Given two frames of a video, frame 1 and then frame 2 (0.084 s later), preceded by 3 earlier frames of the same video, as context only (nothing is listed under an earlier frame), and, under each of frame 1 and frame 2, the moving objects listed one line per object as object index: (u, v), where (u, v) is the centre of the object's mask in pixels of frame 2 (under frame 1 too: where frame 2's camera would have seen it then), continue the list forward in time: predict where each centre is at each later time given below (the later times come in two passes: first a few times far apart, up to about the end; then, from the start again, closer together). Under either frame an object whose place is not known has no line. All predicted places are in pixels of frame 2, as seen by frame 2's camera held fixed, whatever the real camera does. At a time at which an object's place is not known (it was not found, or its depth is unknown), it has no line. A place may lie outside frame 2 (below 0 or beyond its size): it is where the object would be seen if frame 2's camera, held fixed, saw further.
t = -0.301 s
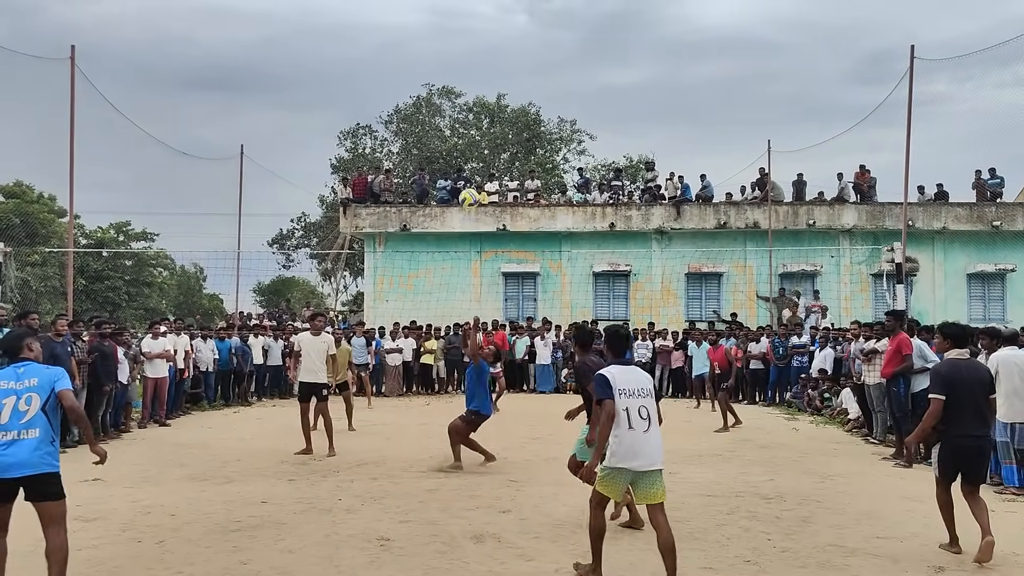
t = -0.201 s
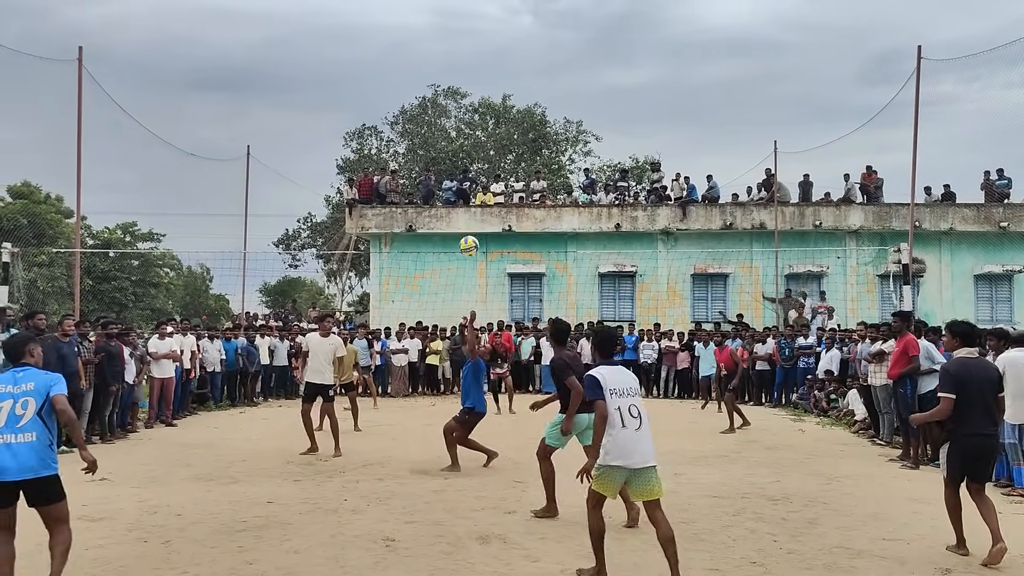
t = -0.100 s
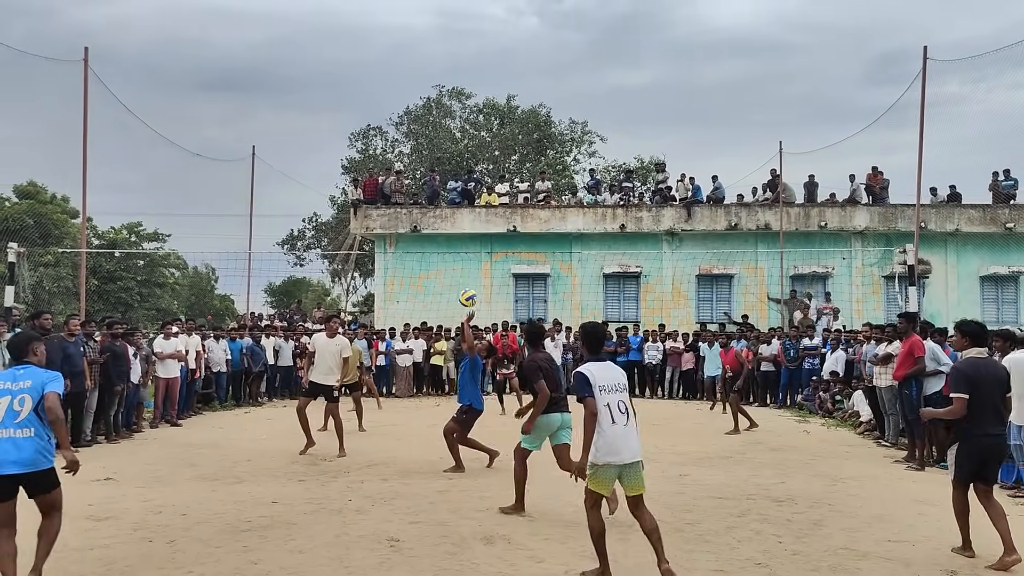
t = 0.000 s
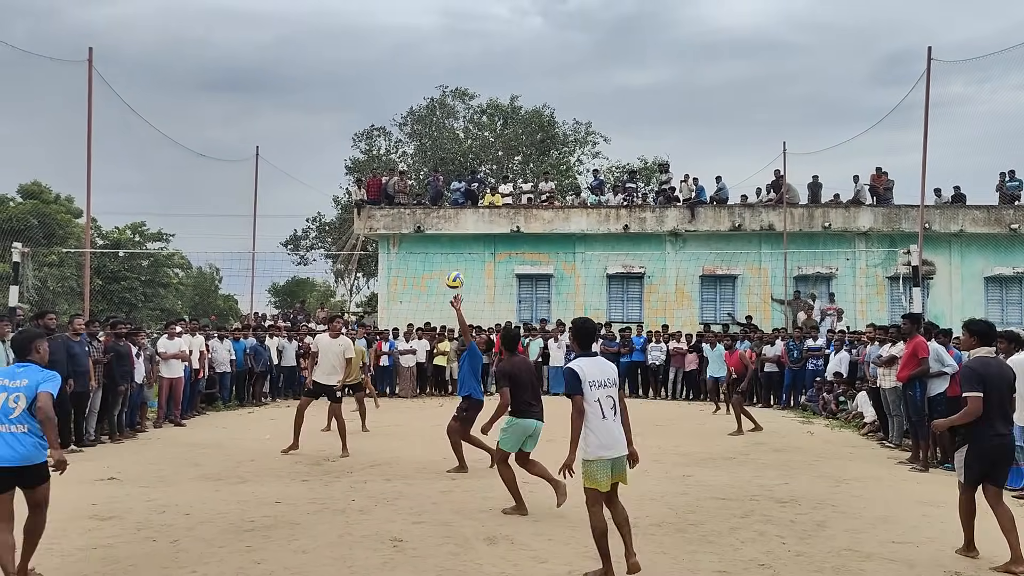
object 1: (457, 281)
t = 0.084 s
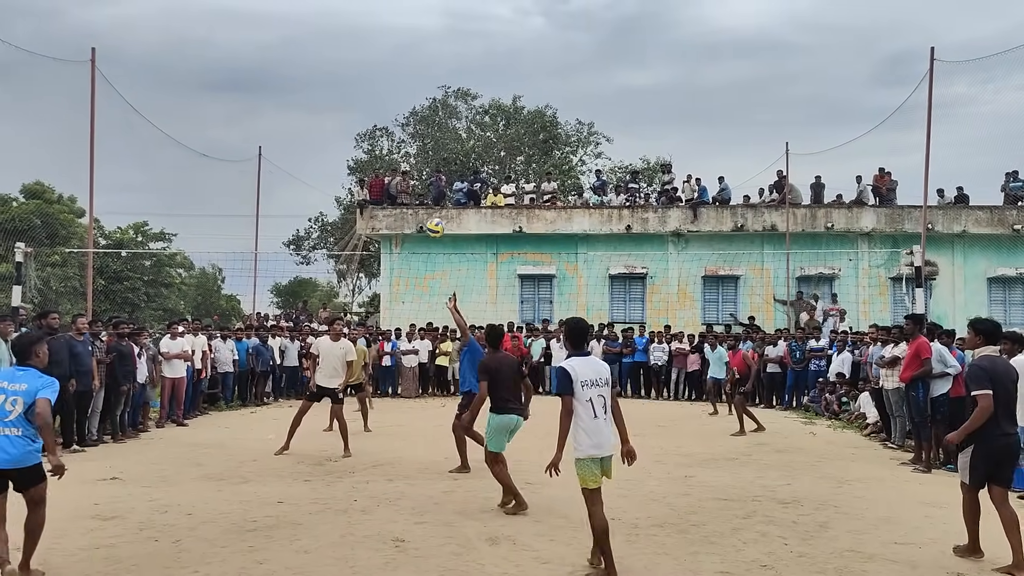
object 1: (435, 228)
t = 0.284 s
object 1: (386, 125)
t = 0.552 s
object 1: (324, 46)
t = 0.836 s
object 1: (263, 29)
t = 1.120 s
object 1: (202, 78)
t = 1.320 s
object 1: (158, 153)
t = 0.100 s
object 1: (431, 217)
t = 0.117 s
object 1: (427, 208)
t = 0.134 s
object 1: (423, 199)
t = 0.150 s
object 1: (419, 190)
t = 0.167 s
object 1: (415, 180)
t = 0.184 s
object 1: (410, 172)
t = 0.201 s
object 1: (406, 163)
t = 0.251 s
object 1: (393, 140)
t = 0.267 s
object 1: (389, 132)
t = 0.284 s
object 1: (386, 125)
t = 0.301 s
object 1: (382, 118)
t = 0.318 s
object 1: (378, 112)
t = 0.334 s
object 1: (374, 106)
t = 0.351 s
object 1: (370, 99)
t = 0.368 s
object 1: (366, 94)
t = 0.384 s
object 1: (362, 88)
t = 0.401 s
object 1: (358, 83)
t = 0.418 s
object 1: (355, 78)
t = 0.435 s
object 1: (351, 73)
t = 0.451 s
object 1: (347, 68)
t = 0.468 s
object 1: (343, 64)
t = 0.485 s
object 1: (339, 60)
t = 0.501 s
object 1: (336, 56)
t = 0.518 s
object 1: (332, 53)
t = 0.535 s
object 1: (328, 49)
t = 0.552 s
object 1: (324, 46)
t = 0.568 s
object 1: (321, 43)
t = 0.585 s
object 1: (317, 40)
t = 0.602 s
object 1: (313, 38)
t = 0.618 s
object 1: (310, 36)
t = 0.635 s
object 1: (306, 34)
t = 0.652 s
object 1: (302, 32)
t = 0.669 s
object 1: (299, 31)
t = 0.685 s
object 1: (295, 30)
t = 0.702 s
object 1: (292, 29)
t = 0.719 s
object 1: (288, 28)
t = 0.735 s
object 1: (285, 27)
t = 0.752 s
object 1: (281, 27)
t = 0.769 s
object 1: (277, 27)
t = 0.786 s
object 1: (274, 27)
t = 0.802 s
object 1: (270, 28)
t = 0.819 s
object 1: (267, 28)
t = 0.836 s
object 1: (263, 29)
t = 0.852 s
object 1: (260, 30)
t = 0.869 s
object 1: (256, 32)
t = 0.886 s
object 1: (252, 33)
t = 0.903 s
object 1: (249, 35)
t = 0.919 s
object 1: (245, 37)
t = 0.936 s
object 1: (241, 39)
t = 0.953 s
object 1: (238, 41)
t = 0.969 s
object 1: (234, 44)
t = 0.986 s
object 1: (230, 46)
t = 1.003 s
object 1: (227, 49)
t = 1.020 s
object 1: (223, 53)
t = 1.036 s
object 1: (220, 57)
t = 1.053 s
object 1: (216, 61)
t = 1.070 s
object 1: (213, 65)
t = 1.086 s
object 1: (209, 69)
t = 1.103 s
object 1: (205, 73)
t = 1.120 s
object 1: (202, 78)
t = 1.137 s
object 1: (198, 83)
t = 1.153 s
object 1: (195, 88)
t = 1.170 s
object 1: (191, 93)
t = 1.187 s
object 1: (187, 99)
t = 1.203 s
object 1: (183, 105)
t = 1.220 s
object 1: (180, 111)
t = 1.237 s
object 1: (176, 117)
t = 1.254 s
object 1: (173, 124)
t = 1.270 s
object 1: (169, 131)
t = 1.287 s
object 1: (165, 138)
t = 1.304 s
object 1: (161, 145)
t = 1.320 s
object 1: (158, 153)
